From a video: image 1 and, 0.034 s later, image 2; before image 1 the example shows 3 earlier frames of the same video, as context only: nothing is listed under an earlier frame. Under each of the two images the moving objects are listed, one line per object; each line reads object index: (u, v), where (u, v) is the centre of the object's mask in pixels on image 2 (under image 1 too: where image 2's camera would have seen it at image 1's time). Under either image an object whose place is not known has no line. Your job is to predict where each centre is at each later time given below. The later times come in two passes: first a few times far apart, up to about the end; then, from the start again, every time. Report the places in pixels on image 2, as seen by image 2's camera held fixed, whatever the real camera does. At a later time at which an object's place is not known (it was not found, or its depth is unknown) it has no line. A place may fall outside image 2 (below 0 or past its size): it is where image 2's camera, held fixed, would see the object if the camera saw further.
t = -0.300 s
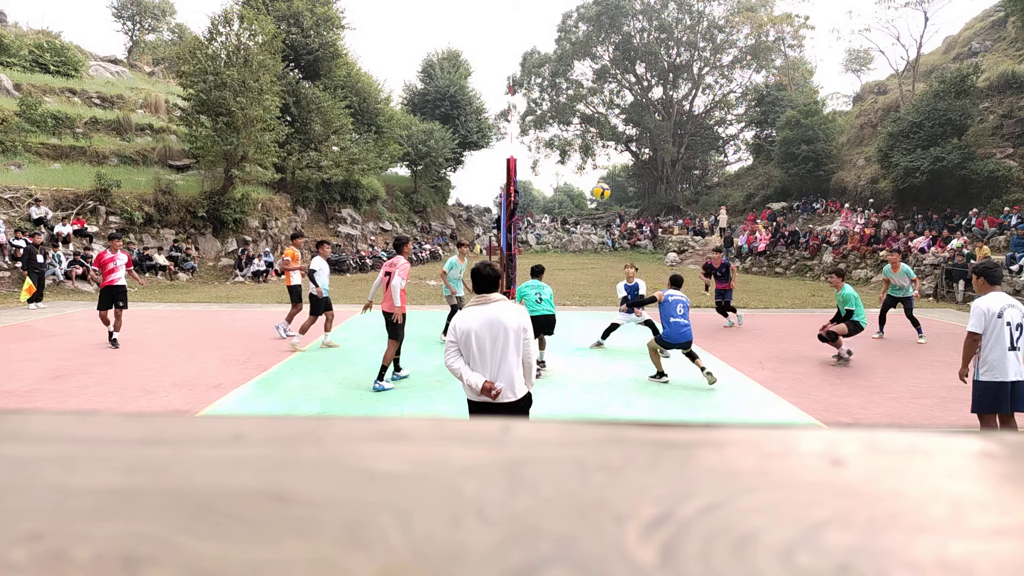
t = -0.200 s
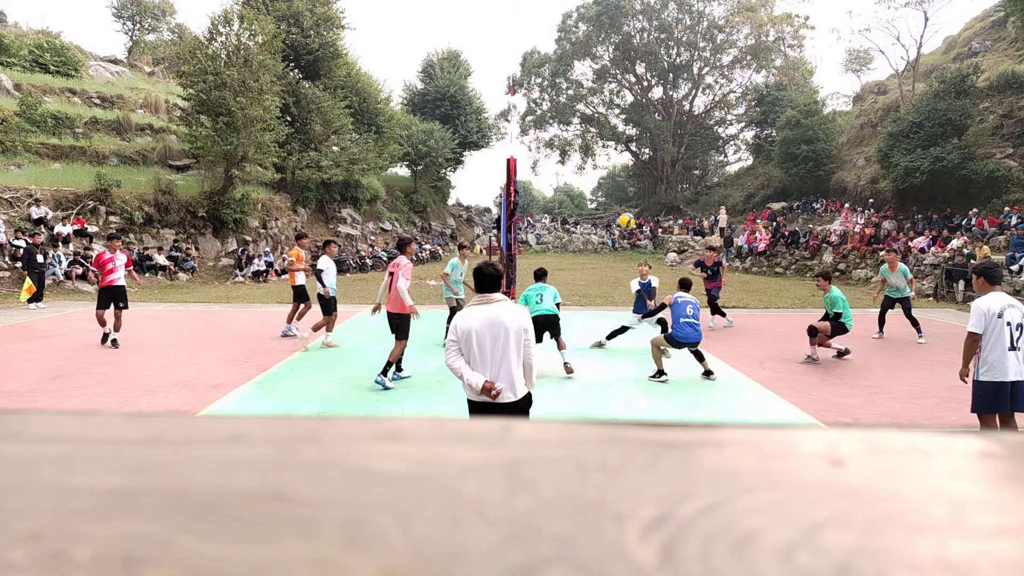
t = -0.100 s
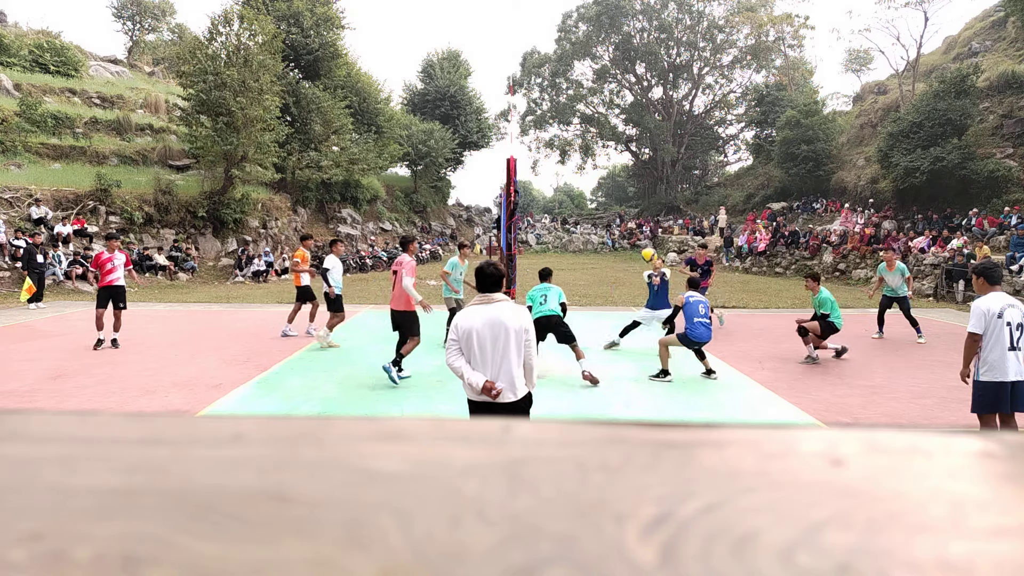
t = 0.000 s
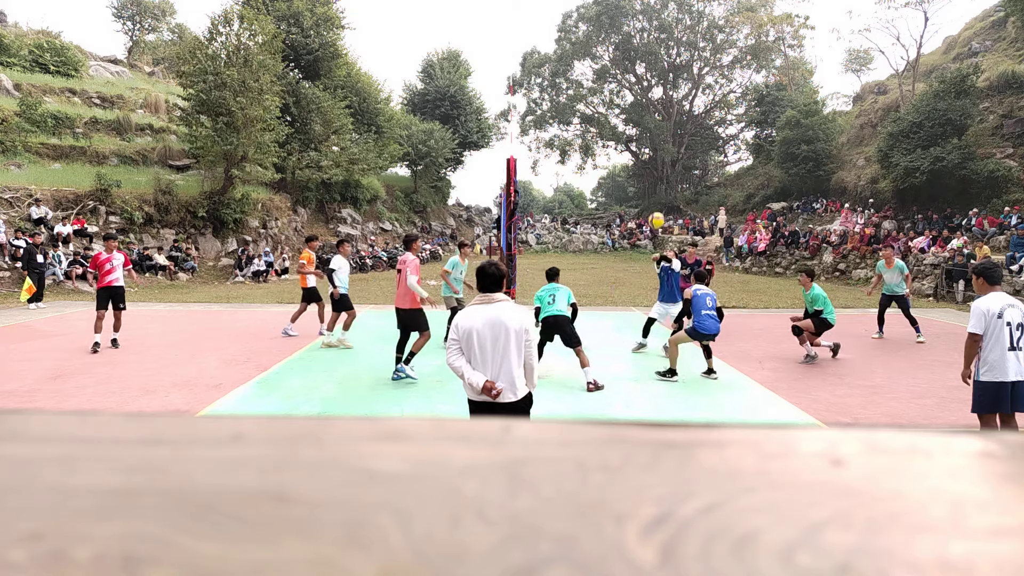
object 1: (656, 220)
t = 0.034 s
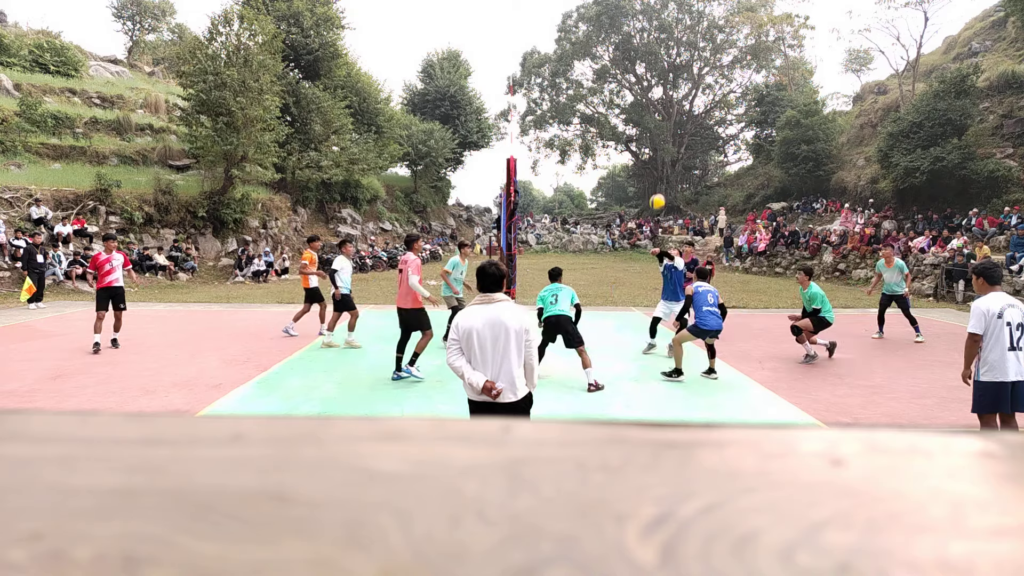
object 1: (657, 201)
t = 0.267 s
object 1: (665, 97)
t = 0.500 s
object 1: (671, 31)
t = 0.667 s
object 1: (676, 9)
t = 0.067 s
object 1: (658, 184)
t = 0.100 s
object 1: (659, 168)
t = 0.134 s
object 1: (660, 152)
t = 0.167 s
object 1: (662, 137)
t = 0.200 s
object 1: (663, 123)
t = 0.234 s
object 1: (664, 109)
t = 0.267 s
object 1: (665, 97)
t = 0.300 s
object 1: (667, 85)
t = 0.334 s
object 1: (667, 74)
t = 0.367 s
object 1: (668, 64)
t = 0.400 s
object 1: (669, 55)
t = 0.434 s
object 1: (671, 45)
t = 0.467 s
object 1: (671, 39)
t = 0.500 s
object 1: (671, 31)
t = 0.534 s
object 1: (672, 26)
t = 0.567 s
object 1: (673, 22)
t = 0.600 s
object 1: (675, 17)
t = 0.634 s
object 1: (676, 12)
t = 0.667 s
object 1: (676, 9)
